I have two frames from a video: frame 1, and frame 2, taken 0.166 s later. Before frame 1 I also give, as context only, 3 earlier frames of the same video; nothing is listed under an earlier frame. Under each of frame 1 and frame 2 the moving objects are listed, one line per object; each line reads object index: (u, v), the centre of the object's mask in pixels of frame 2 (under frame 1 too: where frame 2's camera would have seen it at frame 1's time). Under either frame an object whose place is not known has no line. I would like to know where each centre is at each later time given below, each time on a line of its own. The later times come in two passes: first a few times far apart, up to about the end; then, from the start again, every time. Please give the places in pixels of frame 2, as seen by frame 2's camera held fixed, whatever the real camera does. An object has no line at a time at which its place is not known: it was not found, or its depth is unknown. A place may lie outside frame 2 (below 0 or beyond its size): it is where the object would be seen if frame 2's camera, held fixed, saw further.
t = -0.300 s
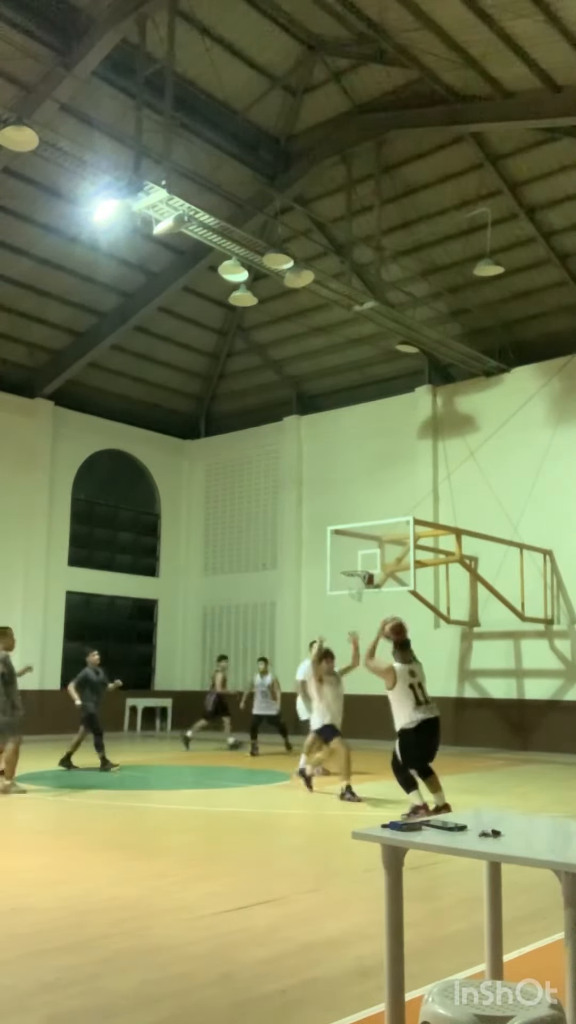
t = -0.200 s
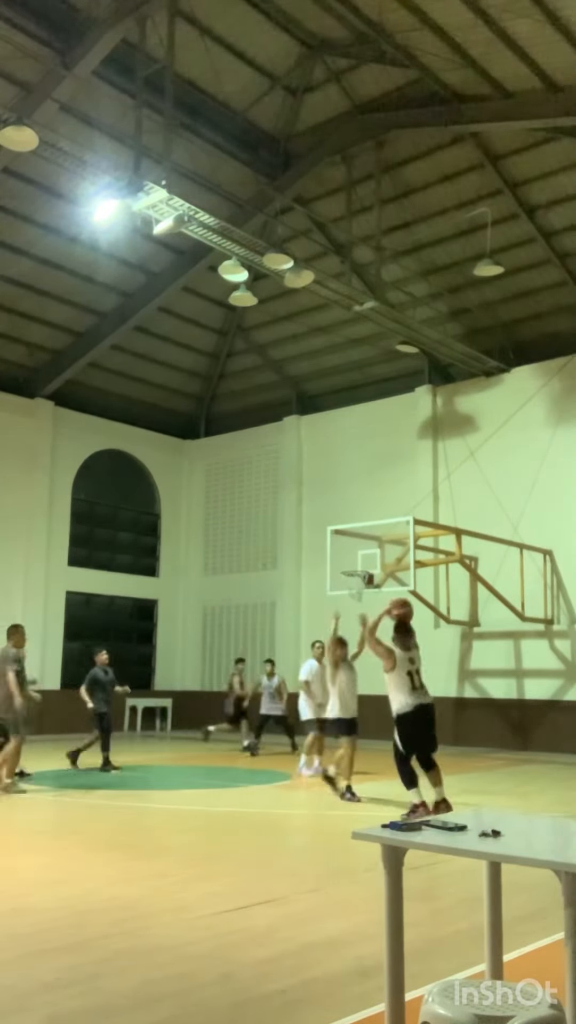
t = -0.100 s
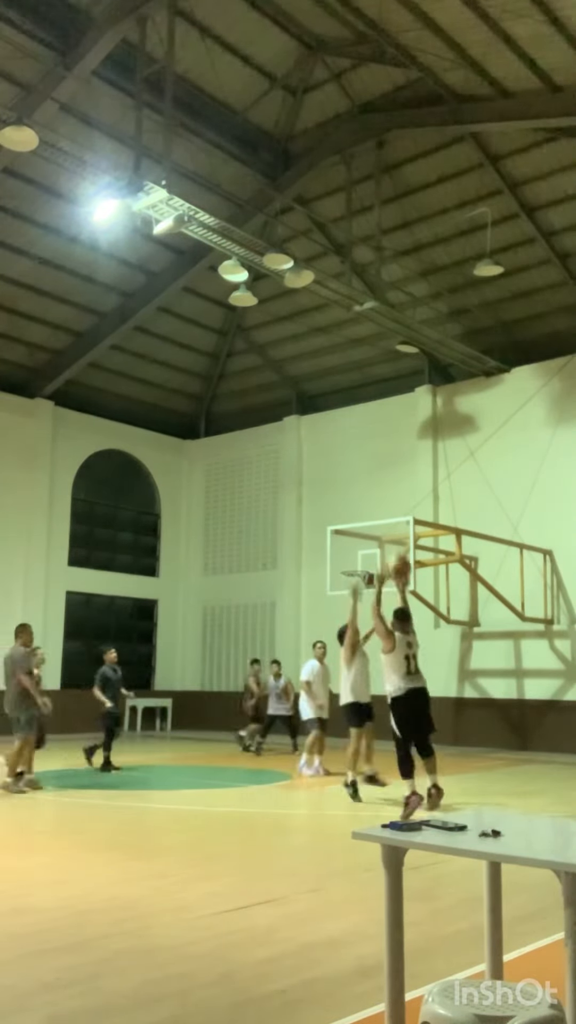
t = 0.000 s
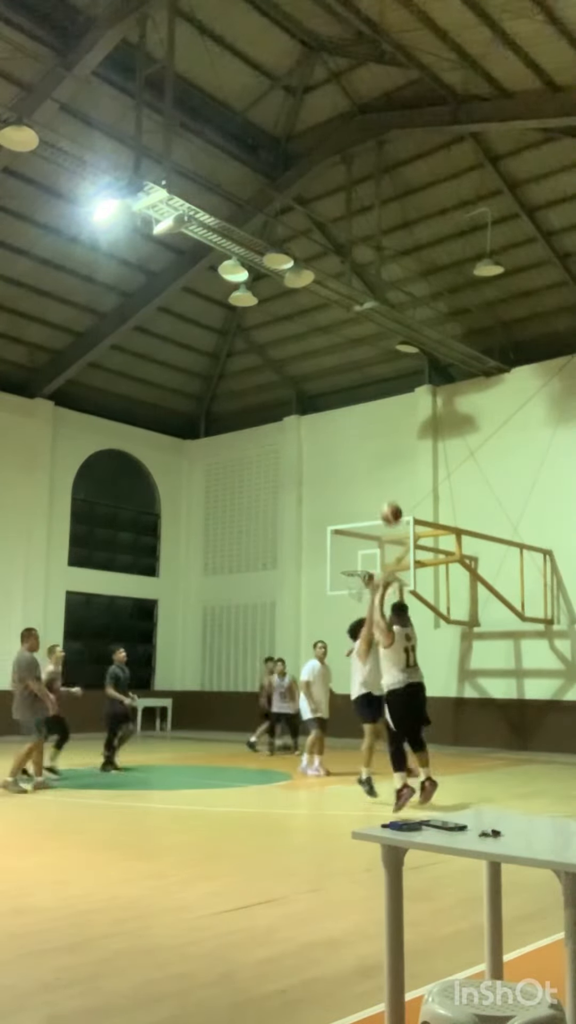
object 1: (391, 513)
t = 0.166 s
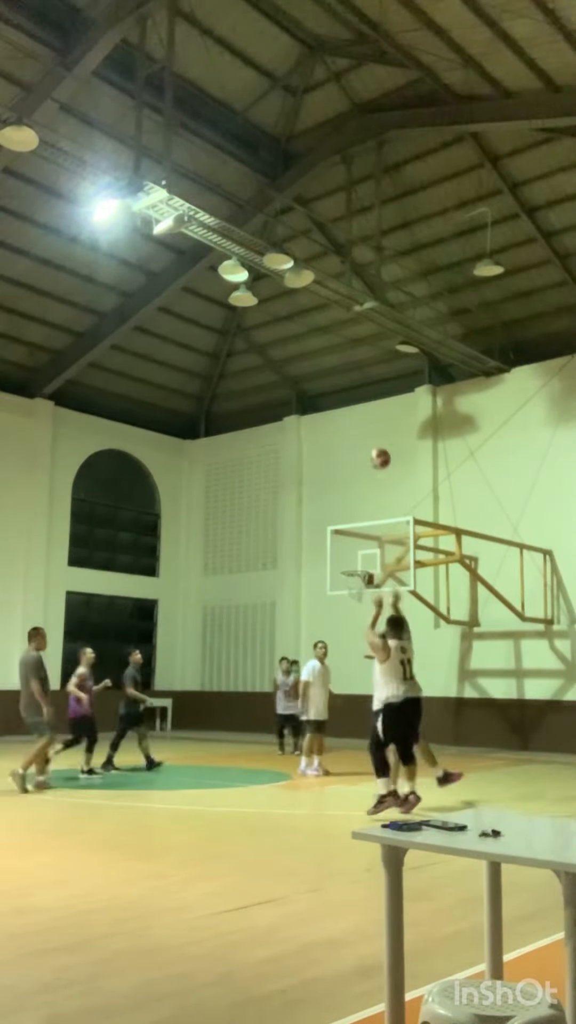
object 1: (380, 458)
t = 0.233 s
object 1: (376, 446)
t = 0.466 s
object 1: (365, 430)
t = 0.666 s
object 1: (357, 447)
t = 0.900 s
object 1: (350, 493)
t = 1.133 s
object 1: (344, 564)
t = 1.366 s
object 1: (344, 558)
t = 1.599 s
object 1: (326, 564)
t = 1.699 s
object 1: (316, 574)
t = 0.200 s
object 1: (379, 451)
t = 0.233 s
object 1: (376, 446)
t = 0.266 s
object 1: (374, 440)
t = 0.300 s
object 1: (372, 436)
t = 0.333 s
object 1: (371, 433)
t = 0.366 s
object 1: (369, 431)
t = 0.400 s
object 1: (368, 430)
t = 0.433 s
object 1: (366, 430)
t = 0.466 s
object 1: (365, 430)
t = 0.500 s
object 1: (363, 431)
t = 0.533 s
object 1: (362, 433)
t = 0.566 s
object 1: (360, 436)
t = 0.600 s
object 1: (359, 439)
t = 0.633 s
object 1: (358, 443)
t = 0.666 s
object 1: (357, 447)
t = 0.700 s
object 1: (356, 452)
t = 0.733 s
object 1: (355, 458)
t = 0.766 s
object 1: (354, 464)
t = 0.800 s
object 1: (353, 471)
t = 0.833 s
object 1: (352, 479)
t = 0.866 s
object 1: (351, 486)
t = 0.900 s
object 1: (350, 493)
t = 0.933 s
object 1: (349, 503)
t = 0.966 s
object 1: (348, 511)
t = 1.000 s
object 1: (347, 521)
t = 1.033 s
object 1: (346, 531)
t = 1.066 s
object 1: (345, 541)
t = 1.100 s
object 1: (344, 552)
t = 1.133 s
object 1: (344, 564)
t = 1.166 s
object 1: (344, 565)
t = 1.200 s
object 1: (344, 561)
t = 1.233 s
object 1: (344, 560)
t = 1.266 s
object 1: (344, 558)
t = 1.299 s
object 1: (344, 558)
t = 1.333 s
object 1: (344, 558)
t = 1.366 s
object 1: (344, 558)
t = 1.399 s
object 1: (345, 559)
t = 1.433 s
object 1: (342, 558)
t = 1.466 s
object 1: (339, 559)
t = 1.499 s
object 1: (336, 559)
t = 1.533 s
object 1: (332, 559)
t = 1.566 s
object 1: (329, 561)
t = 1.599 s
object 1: (326, 564)
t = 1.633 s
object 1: (323, 566)
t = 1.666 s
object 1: (319, 569)
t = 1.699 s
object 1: (316, 574)
